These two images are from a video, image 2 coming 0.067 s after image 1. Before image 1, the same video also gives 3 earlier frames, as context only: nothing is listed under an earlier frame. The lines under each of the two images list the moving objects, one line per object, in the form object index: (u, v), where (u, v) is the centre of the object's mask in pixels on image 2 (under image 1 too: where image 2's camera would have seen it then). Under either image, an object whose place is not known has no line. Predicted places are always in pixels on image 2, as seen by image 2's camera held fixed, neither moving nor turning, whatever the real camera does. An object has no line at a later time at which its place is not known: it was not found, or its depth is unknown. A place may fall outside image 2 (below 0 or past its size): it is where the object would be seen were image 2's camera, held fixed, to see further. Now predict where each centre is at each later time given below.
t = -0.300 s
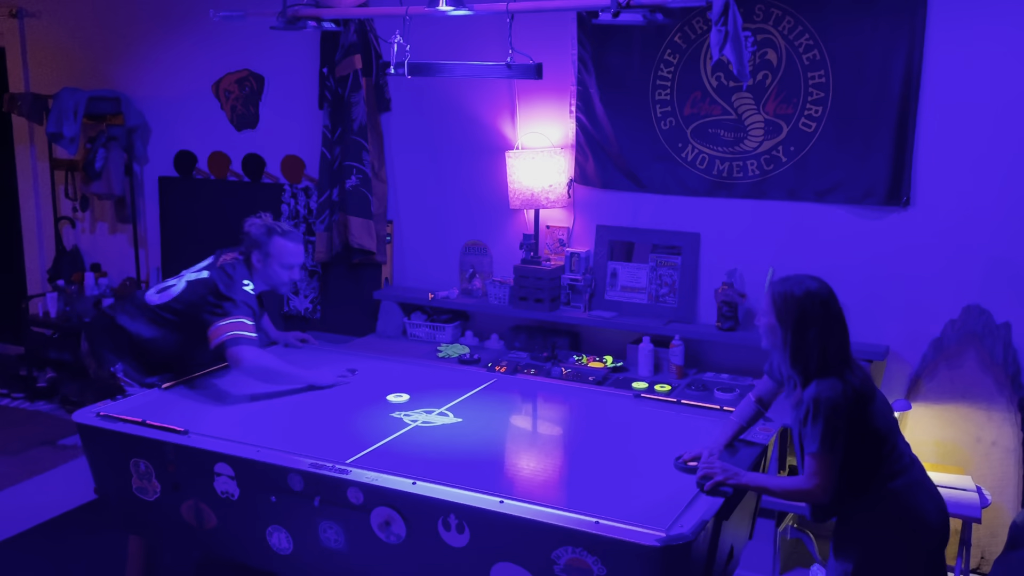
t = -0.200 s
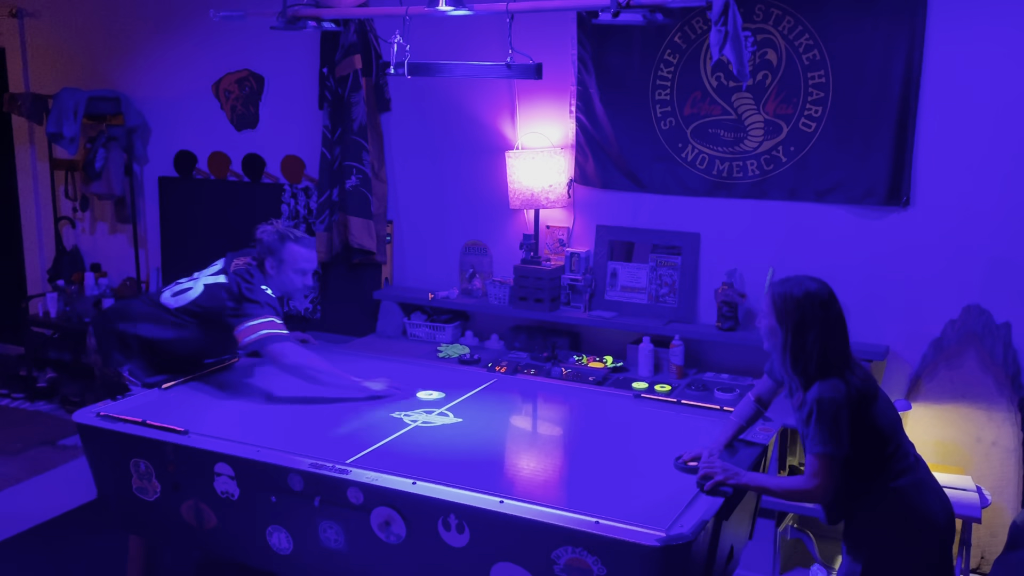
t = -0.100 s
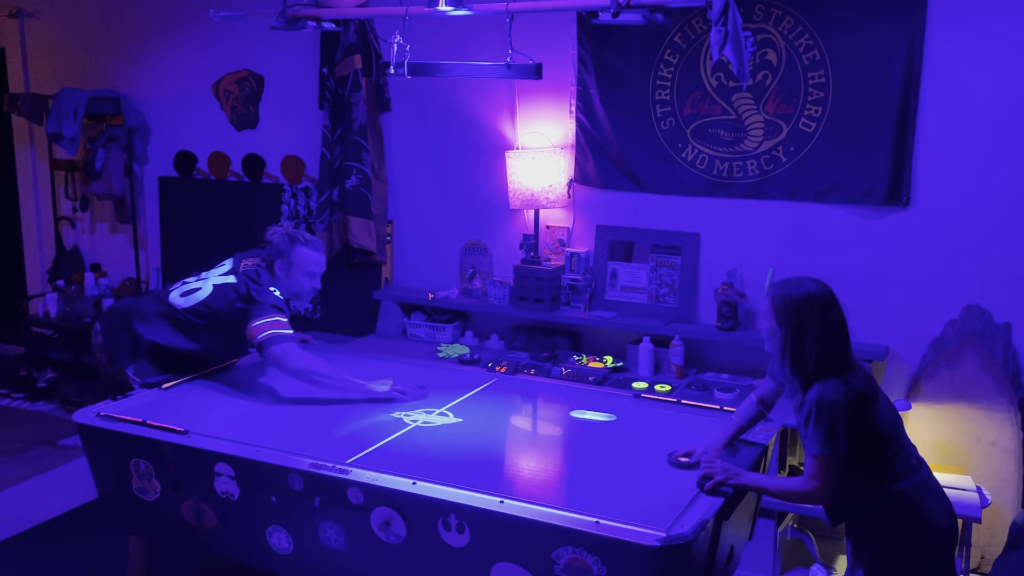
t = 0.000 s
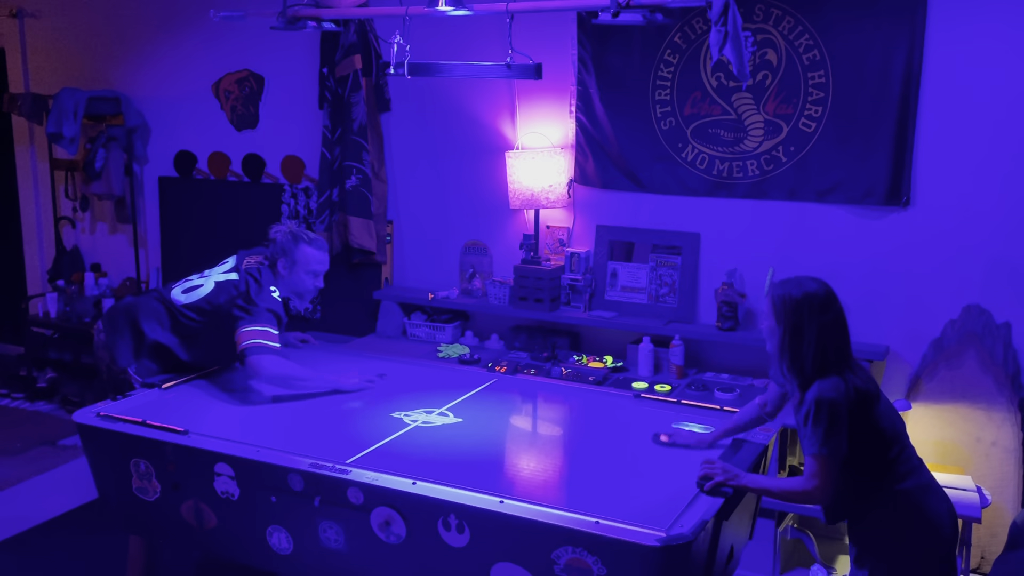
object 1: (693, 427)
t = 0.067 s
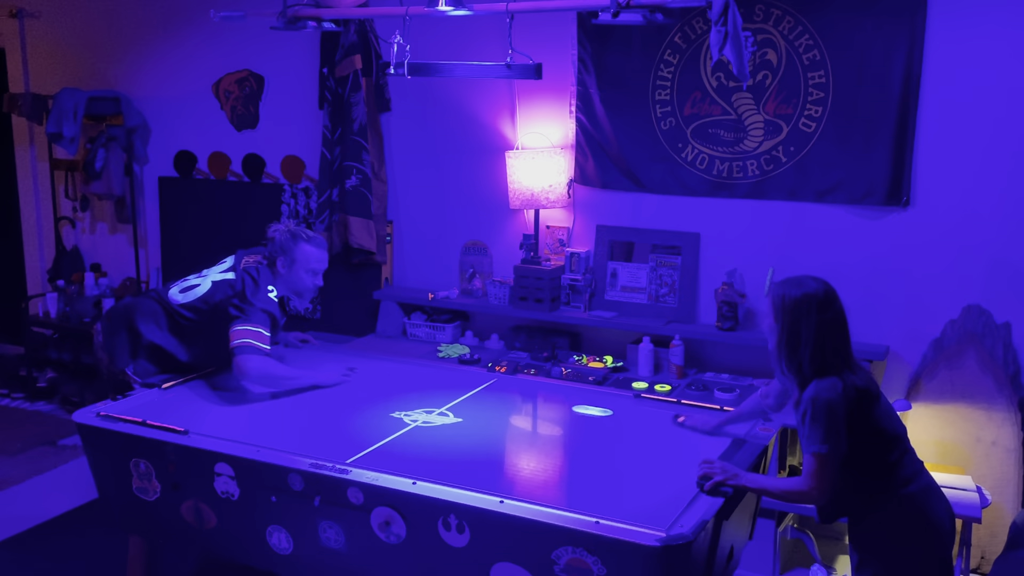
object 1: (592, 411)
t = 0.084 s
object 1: (568, 407)
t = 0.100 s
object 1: (546, 403)
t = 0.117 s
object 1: (523, 400)
